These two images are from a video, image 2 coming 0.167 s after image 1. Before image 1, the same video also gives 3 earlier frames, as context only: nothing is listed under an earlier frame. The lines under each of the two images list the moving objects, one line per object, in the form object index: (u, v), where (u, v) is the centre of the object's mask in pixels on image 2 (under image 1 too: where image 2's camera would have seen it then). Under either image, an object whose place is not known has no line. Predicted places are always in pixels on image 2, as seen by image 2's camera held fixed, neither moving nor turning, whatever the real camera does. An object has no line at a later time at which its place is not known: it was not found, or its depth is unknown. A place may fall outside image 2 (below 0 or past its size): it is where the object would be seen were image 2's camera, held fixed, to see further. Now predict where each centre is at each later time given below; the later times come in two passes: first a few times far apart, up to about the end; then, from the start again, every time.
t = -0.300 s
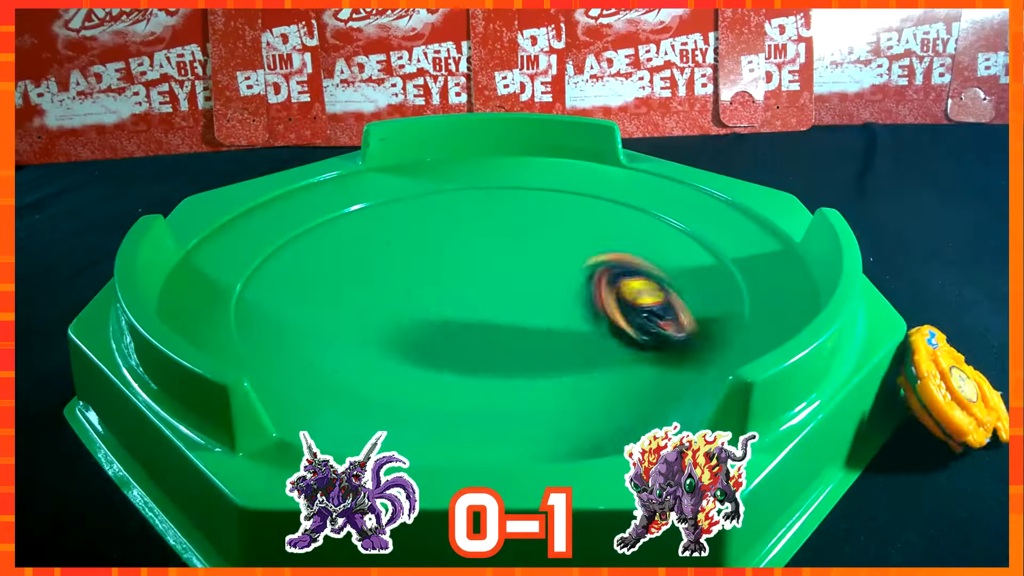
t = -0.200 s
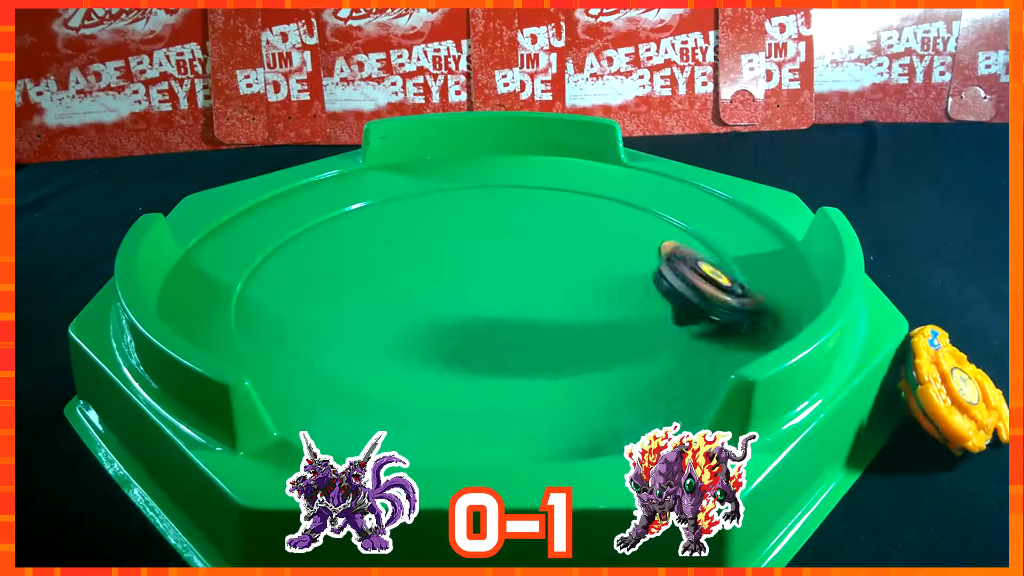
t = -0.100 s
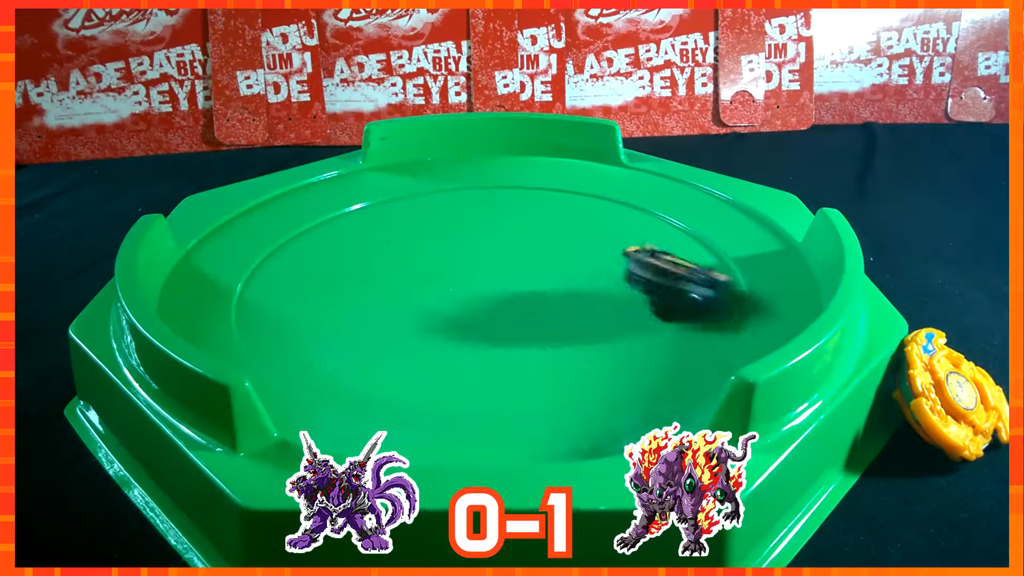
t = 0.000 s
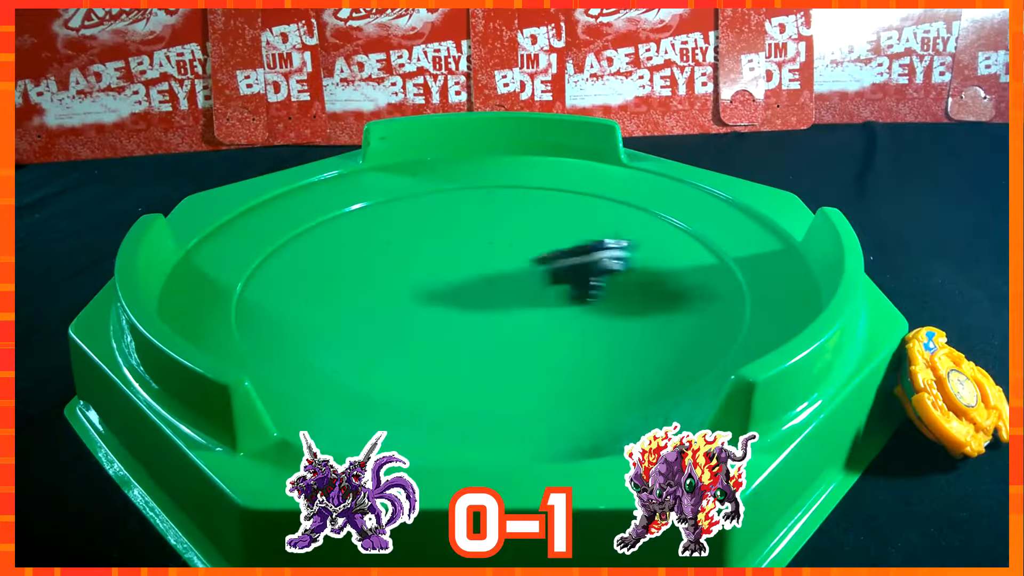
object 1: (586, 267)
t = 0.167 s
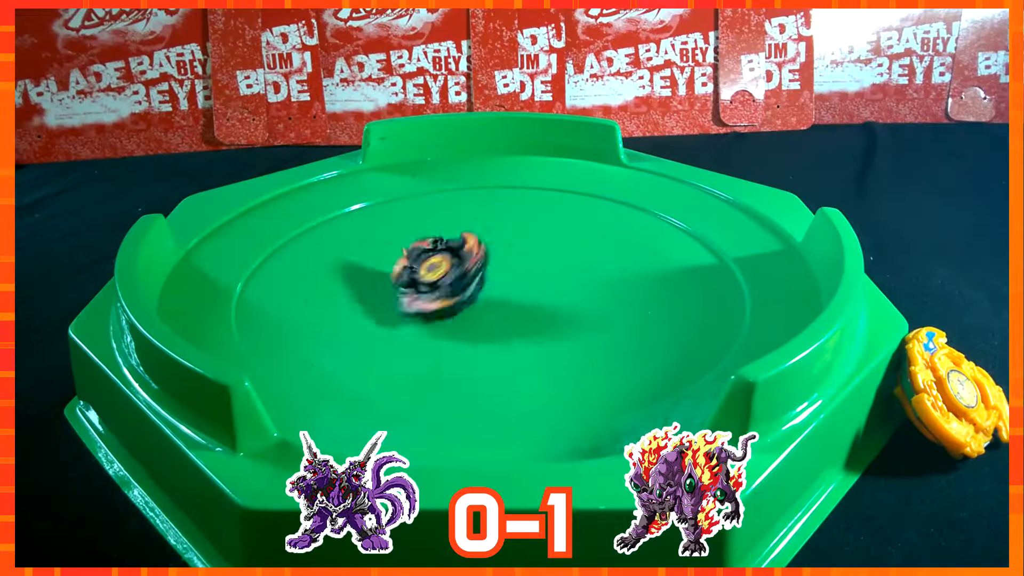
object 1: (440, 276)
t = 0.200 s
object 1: (431, 281)
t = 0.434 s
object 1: (470, 280)
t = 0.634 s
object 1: (448, 271)
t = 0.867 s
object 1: (464, 276)
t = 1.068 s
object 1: (460, 288)
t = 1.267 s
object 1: (442, 287)
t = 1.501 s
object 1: (470, 284)
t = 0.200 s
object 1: (431, 281)
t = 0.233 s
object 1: (431, 285)
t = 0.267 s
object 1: (437, 287)
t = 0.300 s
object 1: (446, 287)
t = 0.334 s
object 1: (457, 287)
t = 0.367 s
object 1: (465, 286)
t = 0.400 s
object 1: (470, 282)
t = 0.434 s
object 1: (470, 280)
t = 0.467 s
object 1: (468, 278)
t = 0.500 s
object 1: (464, 276)
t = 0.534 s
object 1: (460, 274)
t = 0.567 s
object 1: (455, 272)
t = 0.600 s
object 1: (451, 272)
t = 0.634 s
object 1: (448, 271)
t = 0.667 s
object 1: (447, 271)
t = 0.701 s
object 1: (447, 271)
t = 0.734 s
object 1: (448, 271)
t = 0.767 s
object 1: (451, 271)
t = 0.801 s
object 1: (455, 272)
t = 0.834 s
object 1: (459, 274)
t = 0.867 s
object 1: (464, 276)
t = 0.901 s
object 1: (467, 278)
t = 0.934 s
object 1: (470, 280)
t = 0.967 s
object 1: (472, 281)
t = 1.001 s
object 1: (470, 284)
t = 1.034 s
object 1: (466, 286)
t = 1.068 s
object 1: (460, 288)
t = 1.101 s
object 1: (453, 288)
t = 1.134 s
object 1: (448, 288)
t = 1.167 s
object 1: (444, 287)
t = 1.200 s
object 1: (442, 287)
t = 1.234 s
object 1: (441, 287)
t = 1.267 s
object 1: (442, 287)
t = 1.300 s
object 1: (443, 287)
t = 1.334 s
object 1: (445, 288)
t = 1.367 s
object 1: (449, 288)
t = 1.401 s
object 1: (455, 288)
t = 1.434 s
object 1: (461, 288)
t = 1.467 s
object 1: (466, 286)
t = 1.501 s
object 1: (470, 284)
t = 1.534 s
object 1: (472, 281)
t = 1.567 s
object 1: (472, 280)
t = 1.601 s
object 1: (470, 279)
